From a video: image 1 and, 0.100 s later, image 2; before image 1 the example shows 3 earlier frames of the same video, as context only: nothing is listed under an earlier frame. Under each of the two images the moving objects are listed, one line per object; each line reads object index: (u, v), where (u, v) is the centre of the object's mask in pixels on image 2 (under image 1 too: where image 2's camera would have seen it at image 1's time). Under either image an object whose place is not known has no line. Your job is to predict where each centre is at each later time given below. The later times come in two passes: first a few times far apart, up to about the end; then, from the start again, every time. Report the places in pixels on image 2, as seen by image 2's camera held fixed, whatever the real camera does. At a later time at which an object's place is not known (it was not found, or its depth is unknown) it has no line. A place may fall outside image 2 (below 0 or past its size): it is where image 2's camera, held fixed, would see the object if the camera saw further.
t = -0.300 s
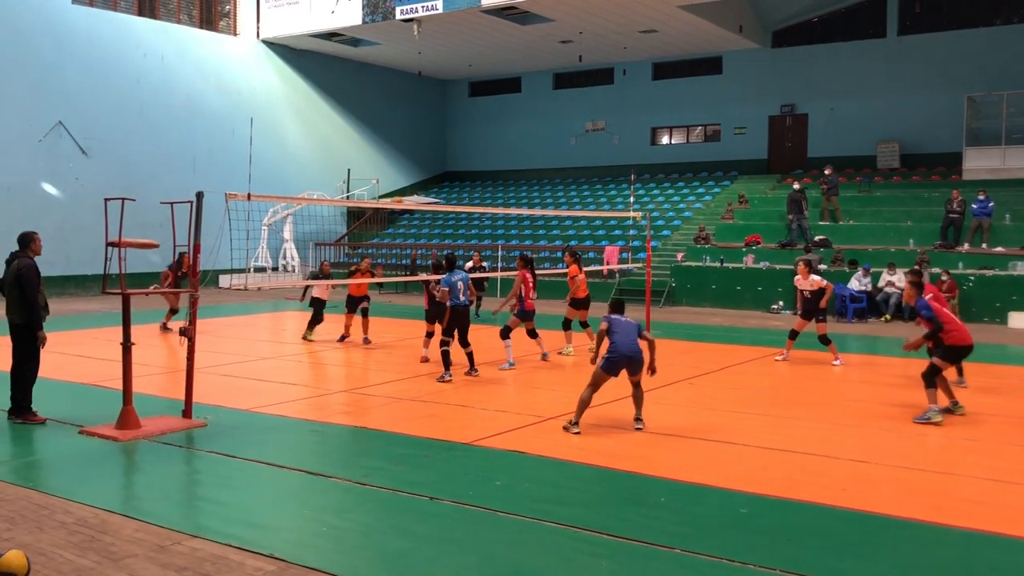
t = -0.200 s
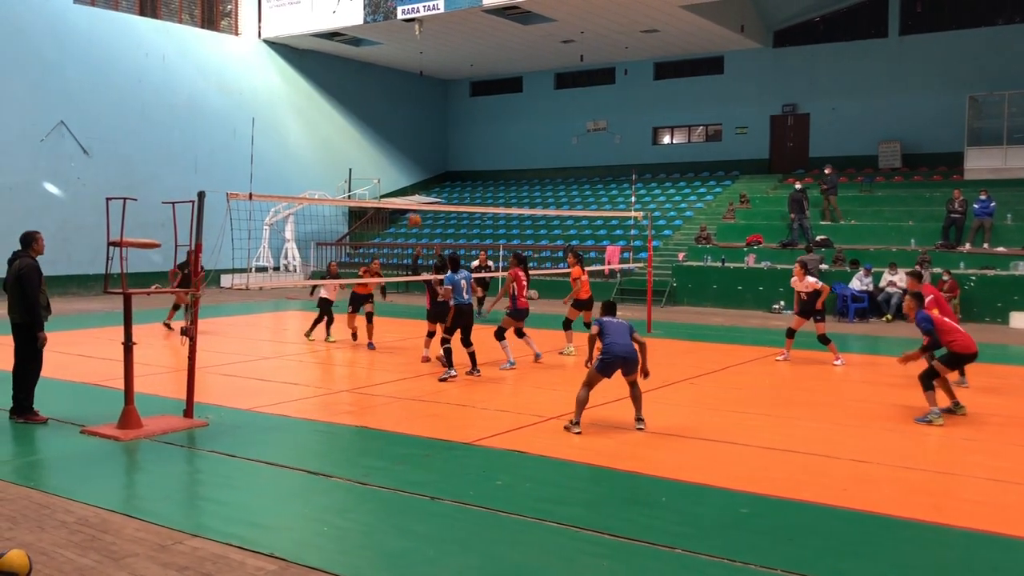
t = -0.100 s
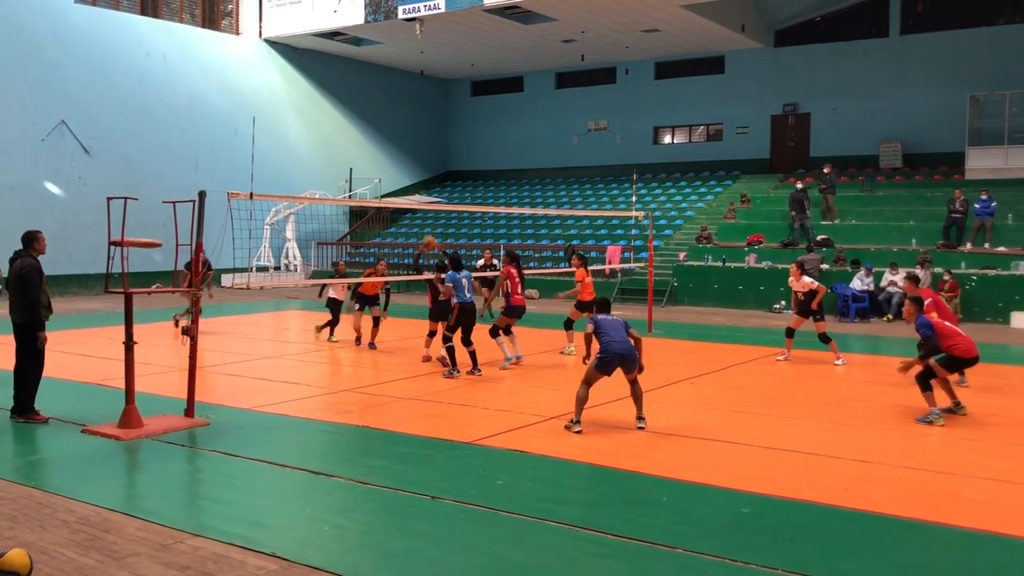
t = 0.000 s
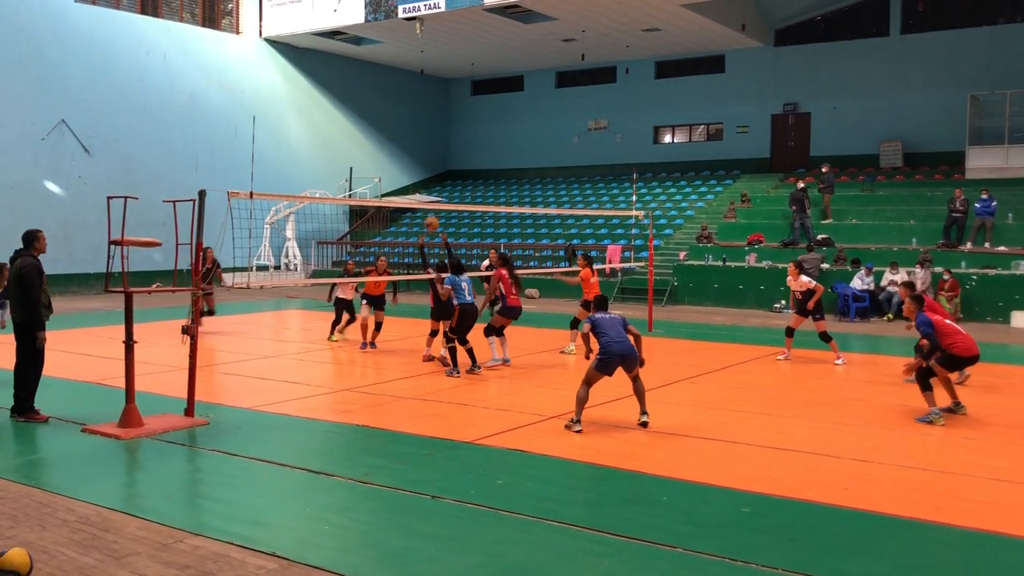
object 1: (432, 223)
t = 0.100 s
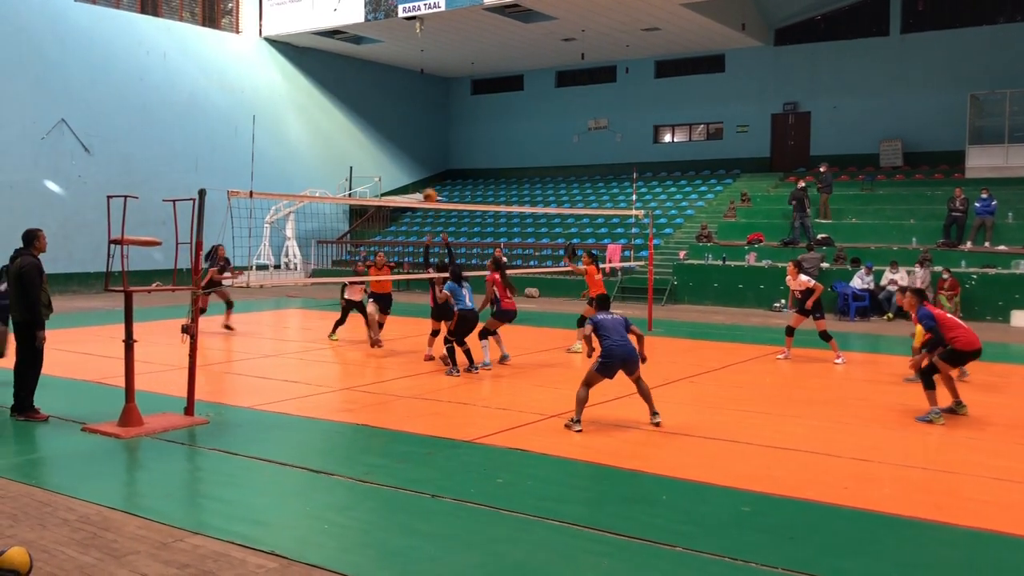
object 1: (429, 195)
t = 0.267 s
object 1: (428, 164)
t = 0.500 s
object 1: (424, 154)
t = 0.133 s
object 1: (429, 187)
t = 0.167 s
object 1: (429, 181)
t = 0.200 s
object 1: (428, 175)
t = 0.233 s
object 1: (428, 170)
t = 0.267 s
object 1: (428, 164)
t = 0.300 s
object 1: (427, 161)
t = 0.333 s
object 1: (426, 158)
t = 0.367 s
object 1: (426, 156)
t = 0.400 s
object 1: (425, 154)
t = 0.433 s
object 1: (425, 154)
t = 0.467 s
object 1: (424, 153)
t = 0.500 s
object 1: (424, 154)
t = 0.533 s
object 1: (424, 155)
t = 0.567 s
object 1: (423, 158)
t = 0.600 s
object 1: (422, 160)
